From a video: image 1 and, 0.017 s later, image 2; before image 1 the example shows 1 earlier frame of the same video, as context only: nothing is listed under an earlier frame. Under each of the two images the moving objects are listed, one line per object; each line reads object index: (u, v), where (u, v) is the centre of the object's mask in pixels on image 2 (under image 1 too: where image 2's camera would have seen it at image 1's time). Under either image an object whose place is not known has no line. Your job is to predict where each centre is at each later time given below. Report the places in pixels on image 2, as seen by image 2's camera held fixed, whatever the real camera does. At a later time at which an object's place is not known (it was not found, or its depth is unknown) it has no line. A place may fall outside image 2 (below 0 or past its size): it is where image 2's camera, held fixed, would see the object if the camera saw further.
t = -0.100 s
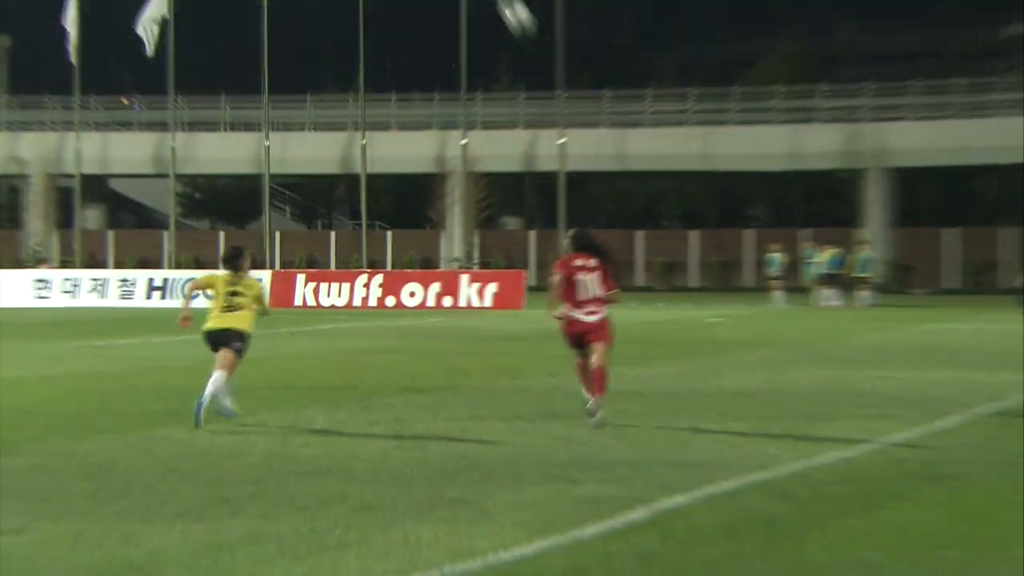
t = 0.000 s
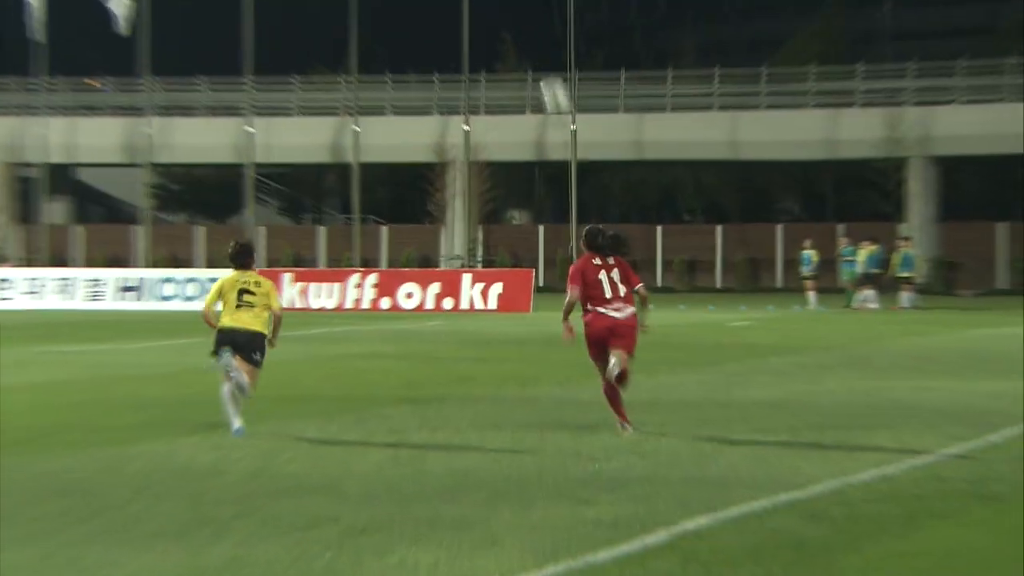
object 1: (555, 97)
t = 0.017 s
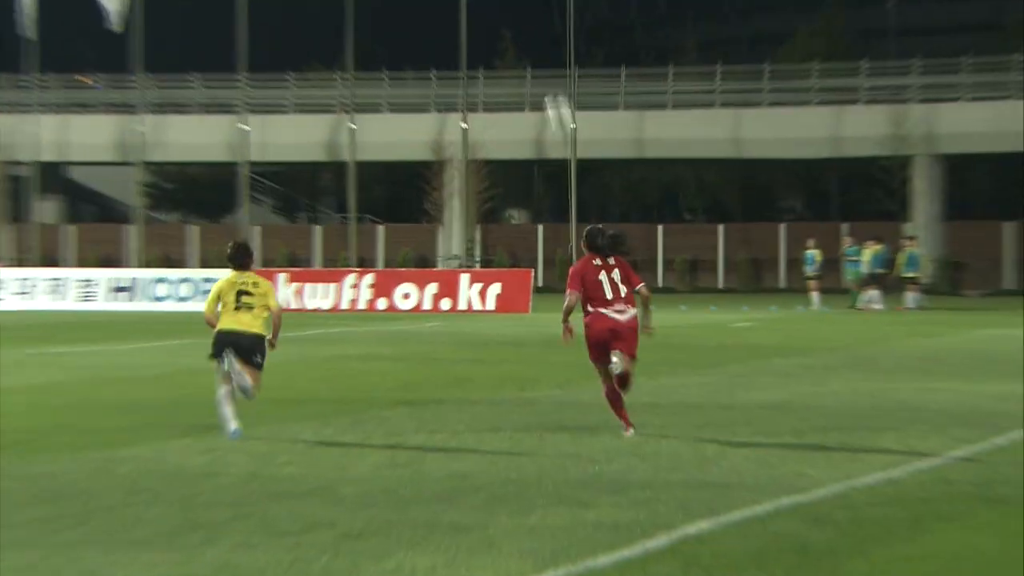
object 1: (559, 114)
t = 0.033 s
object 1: (563, 132)
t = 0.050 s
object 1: (570, 150)
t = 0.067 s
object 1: (577, 170)
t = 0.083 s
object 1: (583, 187)
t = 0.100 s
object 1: (586, 203)
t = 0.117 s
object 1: (588, 216)
